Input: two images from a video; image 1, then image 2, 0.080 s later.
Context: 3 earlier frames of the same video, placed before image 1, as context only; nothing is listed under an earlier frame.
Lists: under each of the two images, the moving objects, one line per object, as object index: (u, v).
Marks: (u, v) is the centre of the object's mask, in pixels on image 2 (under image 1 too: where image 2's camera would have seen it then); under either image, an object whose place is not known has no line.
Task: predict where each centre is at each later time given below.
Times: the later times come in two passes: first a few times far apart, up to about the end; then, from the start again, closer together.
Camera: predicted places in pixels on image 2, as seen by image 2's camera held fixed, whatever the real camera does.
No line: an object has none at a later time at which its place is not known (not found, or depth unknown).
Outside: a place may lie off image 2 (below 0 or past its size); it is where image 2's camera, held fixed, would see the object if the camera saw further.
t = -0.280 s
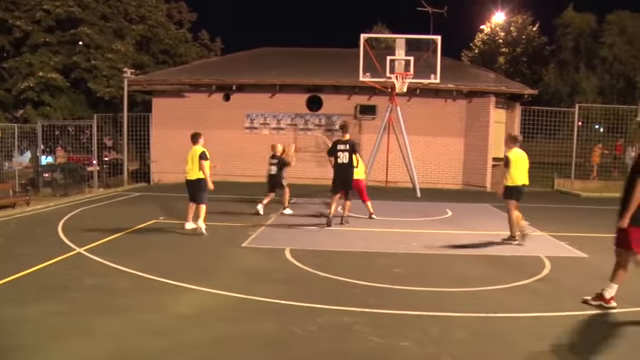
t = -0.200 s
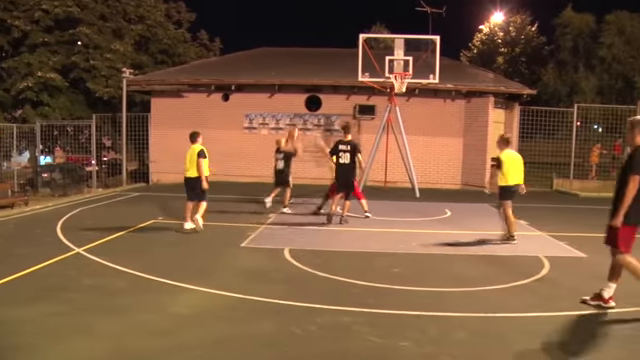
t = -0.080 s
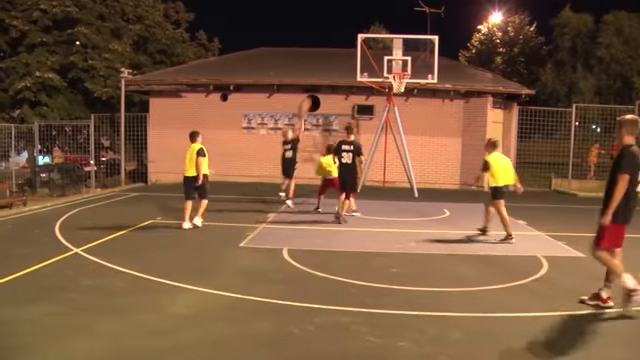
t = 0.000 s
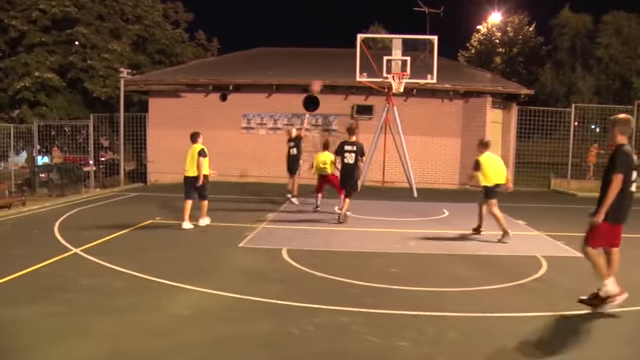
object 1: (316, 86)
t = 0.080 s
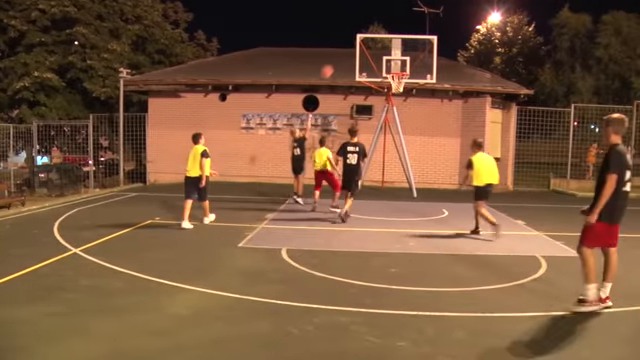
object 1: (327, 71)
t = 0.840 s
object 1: (400, 66)
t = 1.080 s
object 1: (410, 69)
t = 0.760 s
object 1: (396, 59)
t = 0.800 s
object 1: (398, 66)
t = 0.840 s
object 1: (400, 66)
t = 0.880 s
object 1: (402, 66)
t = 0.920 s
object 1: (404, 65)
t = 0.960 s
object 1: (405, 65)
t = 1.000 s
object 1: (407, 65)
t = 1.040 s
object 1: (409, 67)
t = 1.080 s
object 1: (410, 69)
